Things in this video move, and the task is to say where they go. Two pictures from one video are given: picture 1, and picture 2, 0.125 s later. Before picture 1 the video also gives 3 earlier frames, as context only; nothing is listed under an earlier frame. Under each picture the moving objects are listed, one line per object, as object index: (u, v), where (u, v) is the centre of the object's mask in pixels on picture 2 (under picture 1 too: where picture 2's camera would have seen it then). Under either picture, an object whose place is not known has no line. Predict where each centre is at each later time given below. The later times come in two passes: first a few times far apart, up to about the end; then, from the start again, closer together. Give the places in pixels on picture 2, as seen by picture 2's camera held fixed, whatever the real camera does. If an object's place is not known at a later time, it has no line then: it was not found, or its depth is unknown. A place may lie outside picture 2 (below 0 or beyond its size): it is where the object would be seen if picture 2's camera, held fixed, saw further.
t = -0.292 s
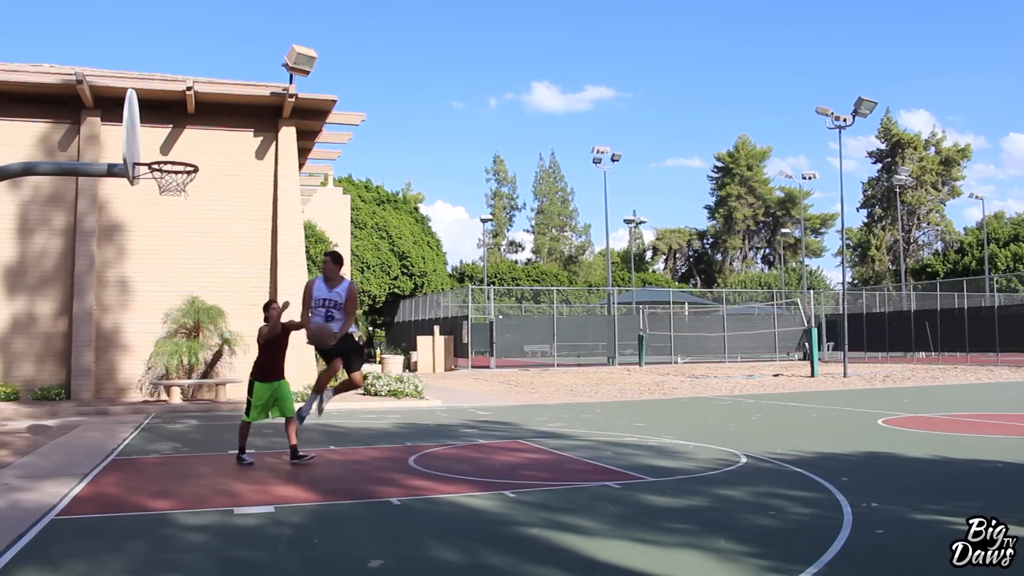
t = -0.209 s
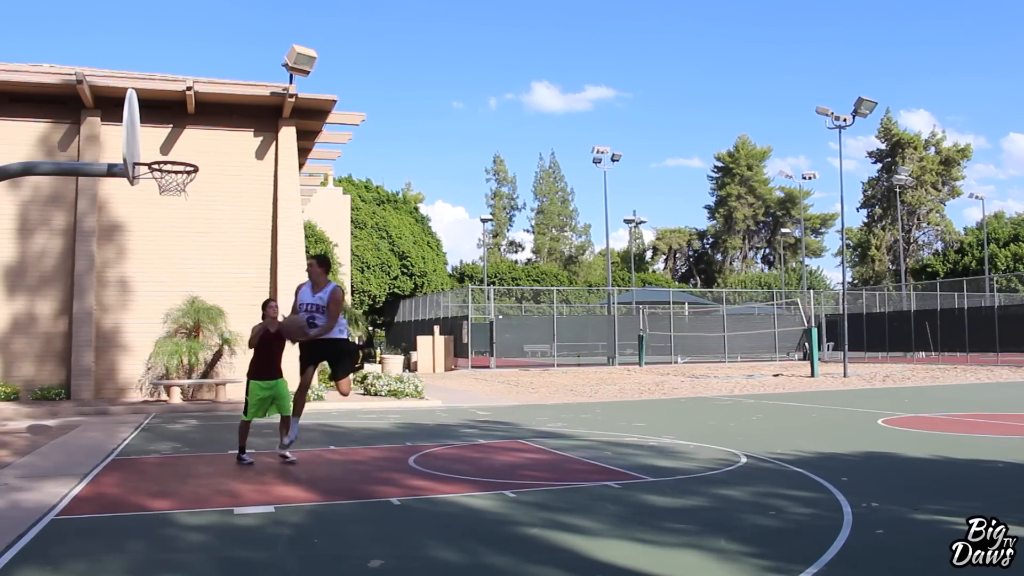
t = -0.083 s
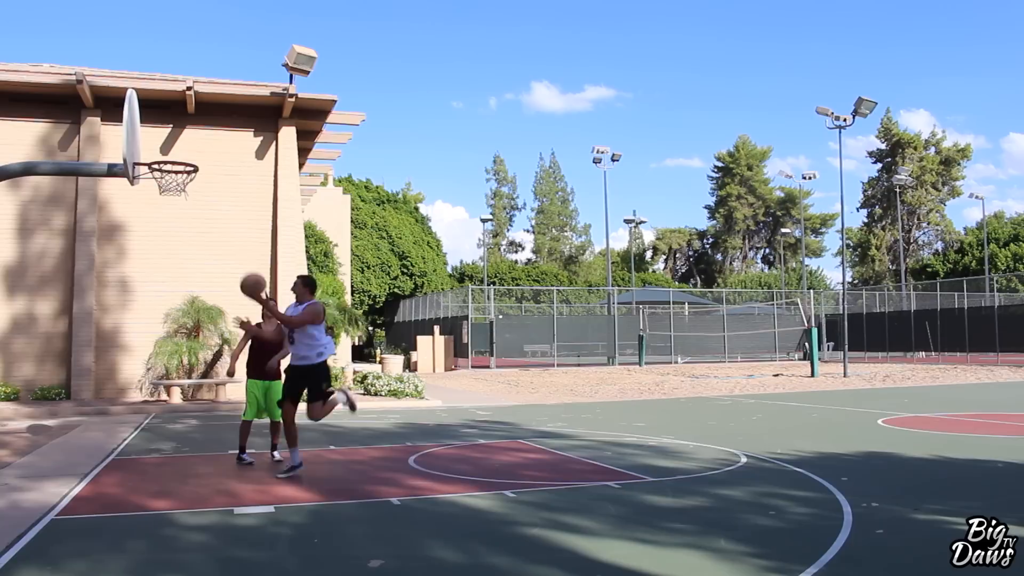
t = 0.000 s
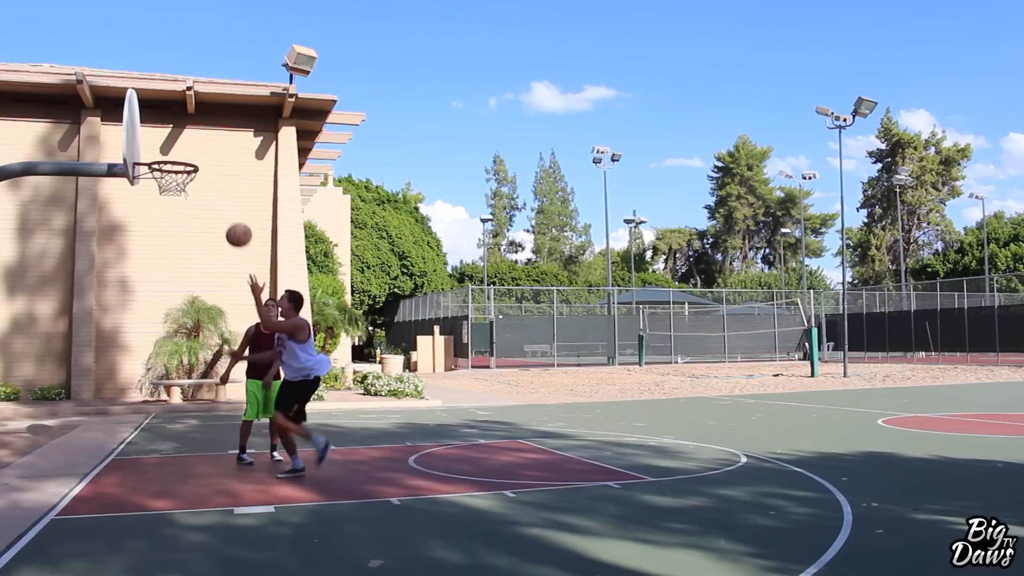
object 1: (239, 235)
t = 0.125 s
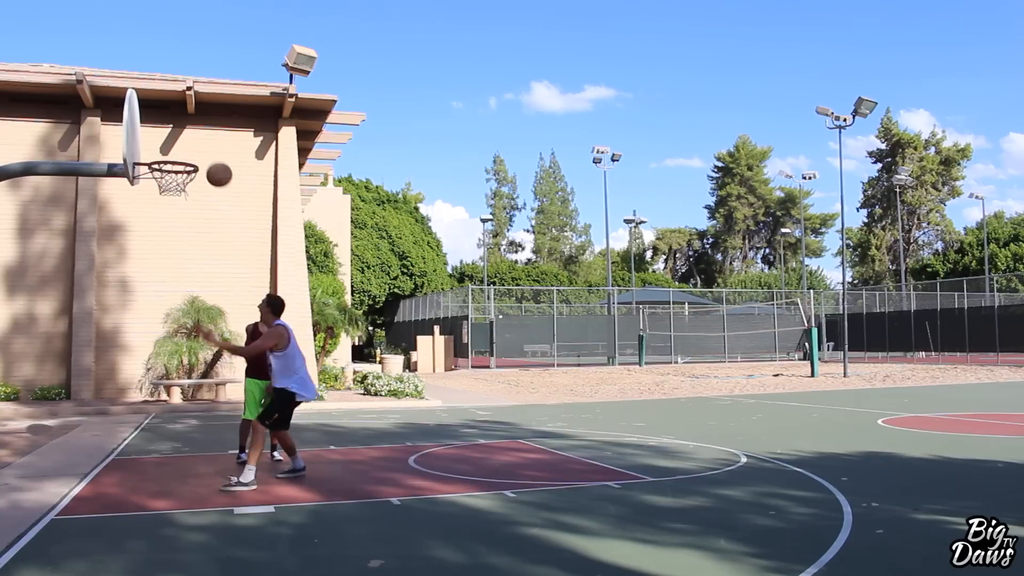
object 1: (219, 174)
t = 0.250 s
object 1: (199, 131)
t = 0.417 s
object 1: (173, 101)
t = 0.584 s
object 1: (147, 97)
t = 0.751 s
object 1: (163, 108)
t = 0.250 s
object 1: (199, 131)
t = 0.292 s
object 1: (192, 120)
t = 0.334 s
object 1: (186, 112)
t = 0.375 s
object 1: (179, 106)
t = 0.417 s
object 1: (173, 101)
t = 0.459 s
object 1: (167, 98)
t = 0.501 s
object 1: (160, 96)
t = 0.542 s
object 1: (153, 96)
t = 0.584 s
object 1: (147, 97)
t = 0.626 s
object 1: (149, 98)
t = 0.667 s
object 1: (153, 100)
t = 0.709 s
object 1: (158, 103)
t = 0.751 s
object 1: (163, 108)
